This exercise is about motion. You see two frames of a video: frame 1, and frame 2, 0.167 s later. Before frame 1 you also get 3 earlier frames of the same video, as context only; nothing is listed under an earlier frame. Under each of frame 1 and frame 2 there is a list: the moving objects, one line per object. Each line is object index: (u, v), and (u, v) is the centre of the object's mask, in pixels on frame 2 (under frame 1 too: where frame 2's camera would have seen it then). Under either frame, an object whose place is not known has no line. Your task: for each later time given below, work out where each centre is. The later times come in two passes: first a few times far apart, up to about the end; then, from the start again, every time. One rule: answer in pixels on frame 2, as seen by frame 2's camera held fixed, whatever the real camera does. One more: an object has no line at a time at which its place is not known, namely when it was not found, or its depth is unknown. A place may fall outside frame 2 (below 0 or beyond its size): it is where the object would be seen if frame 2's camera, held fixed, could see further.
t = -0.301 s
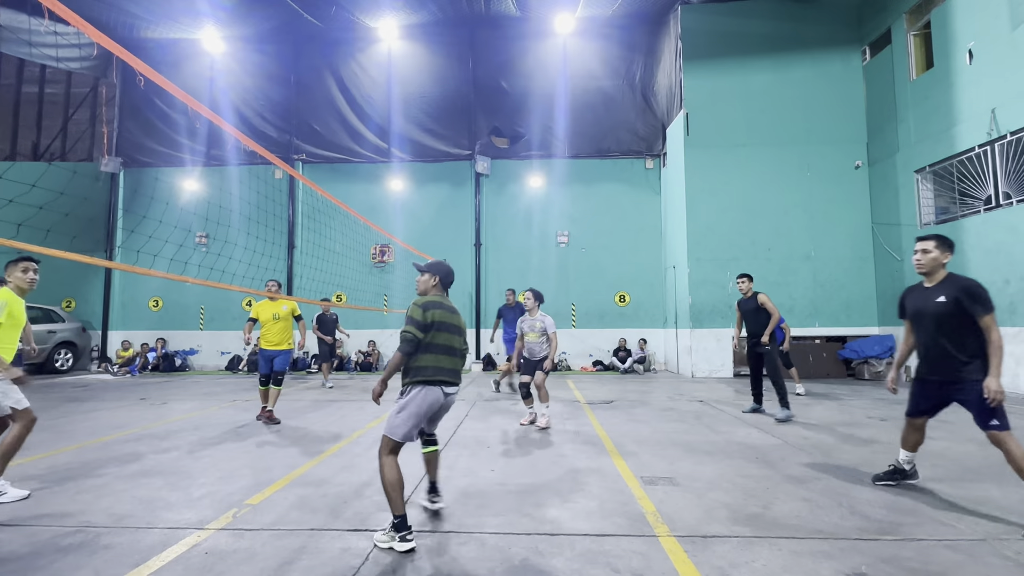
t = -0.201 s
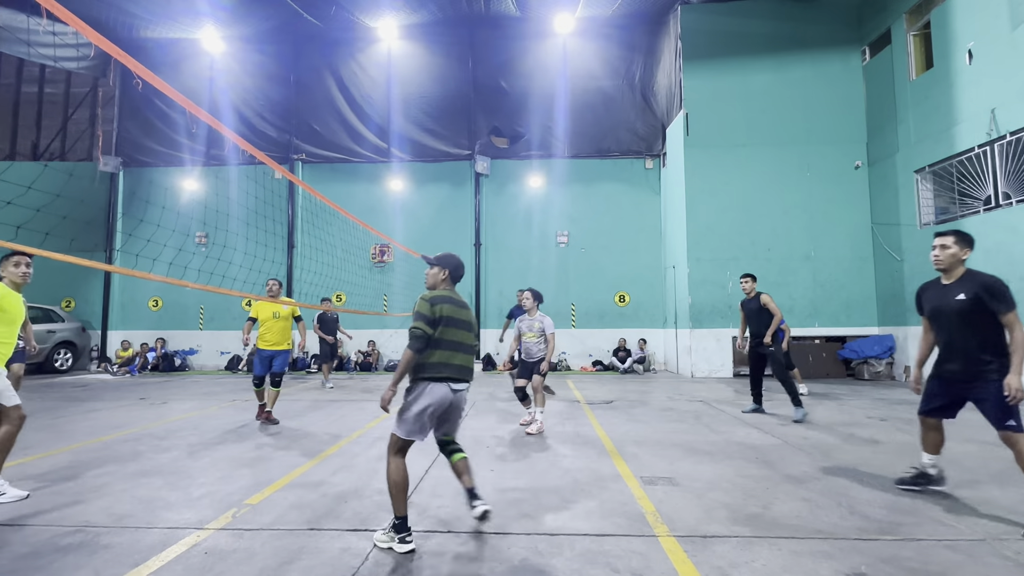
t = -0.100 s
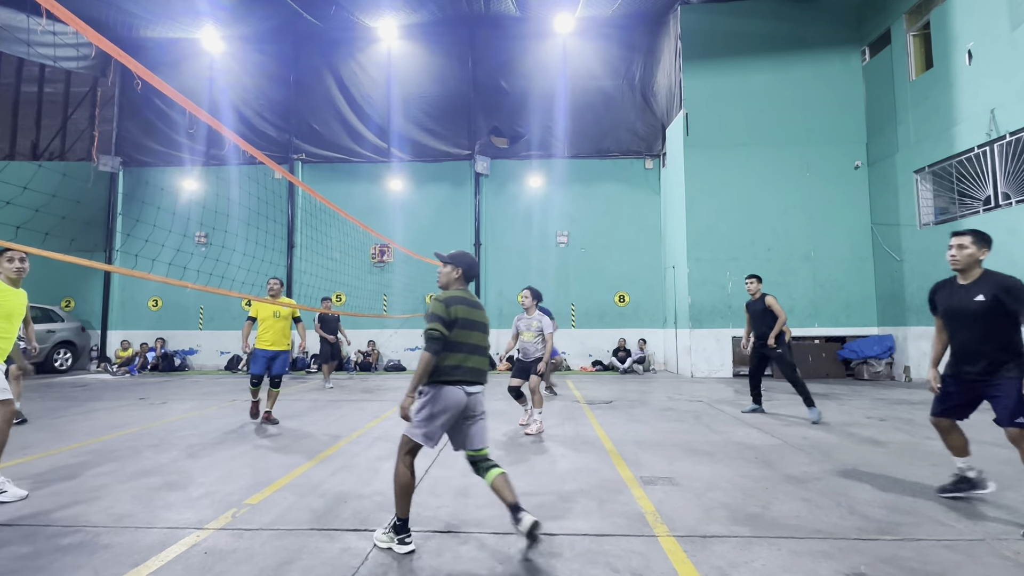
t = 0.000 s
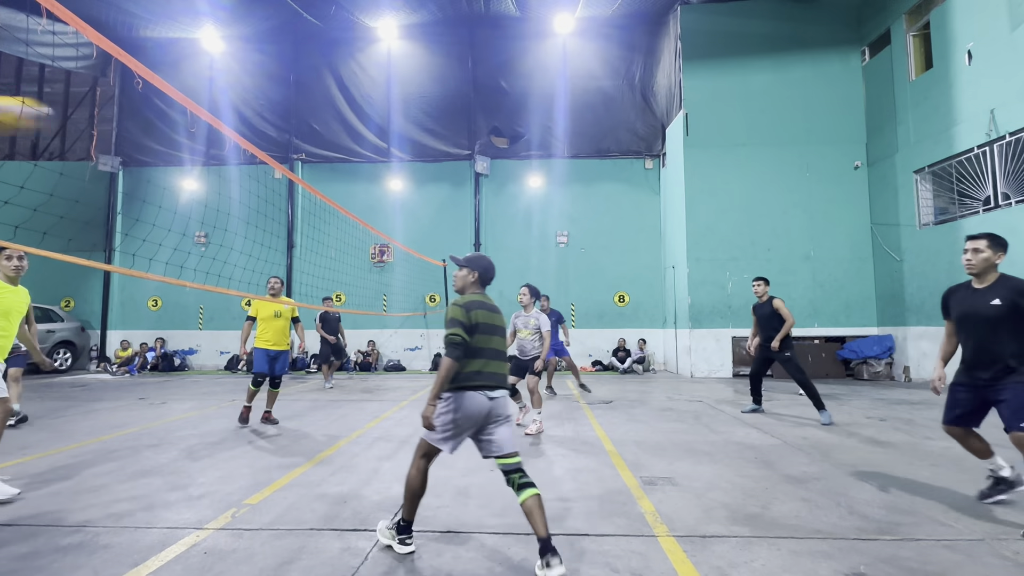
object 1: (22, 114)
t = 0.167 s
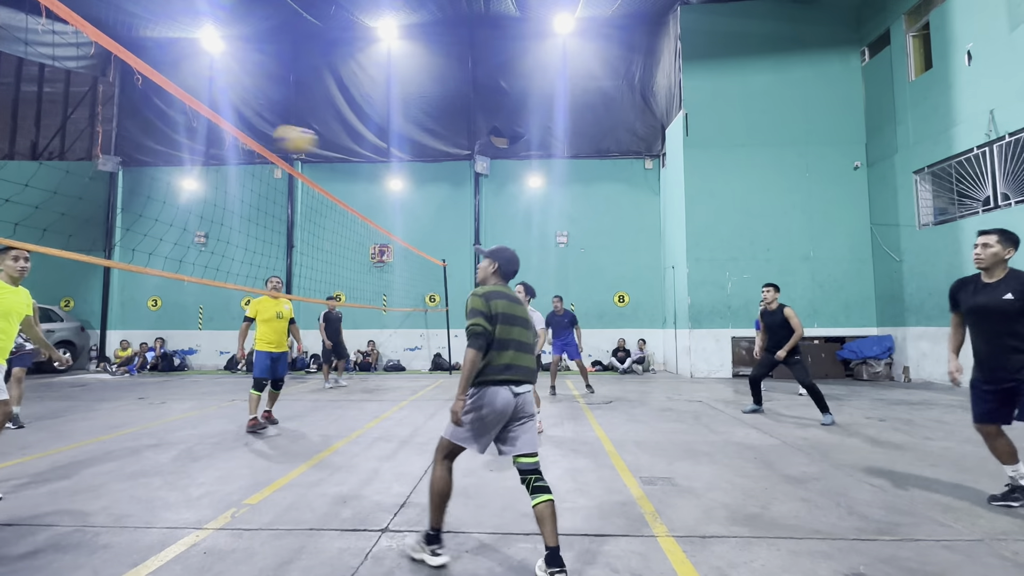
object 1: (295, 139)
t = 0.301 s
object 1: (426, 172)
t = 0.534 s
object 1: (559, 244)
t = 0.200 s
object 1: (333, 147)
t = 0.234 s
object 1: (366, 154)
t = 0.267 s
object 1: (397, 163)
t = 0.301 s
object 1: (426, 172)
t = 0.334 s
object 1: (449, 182)
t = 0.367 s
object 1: (472, 191)
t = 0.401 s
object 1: (492, 201)
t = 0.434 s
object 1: (511, 211)
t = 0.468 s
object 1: (528, 222)
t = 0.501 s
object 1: (545, 233)
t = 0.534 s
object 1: (559, 244)
